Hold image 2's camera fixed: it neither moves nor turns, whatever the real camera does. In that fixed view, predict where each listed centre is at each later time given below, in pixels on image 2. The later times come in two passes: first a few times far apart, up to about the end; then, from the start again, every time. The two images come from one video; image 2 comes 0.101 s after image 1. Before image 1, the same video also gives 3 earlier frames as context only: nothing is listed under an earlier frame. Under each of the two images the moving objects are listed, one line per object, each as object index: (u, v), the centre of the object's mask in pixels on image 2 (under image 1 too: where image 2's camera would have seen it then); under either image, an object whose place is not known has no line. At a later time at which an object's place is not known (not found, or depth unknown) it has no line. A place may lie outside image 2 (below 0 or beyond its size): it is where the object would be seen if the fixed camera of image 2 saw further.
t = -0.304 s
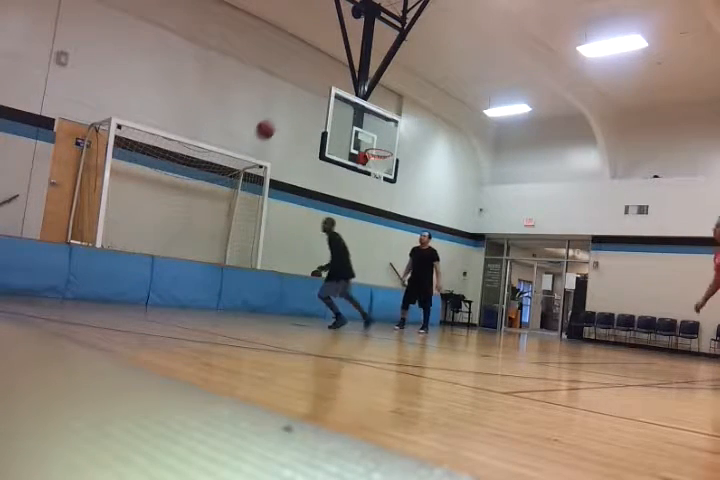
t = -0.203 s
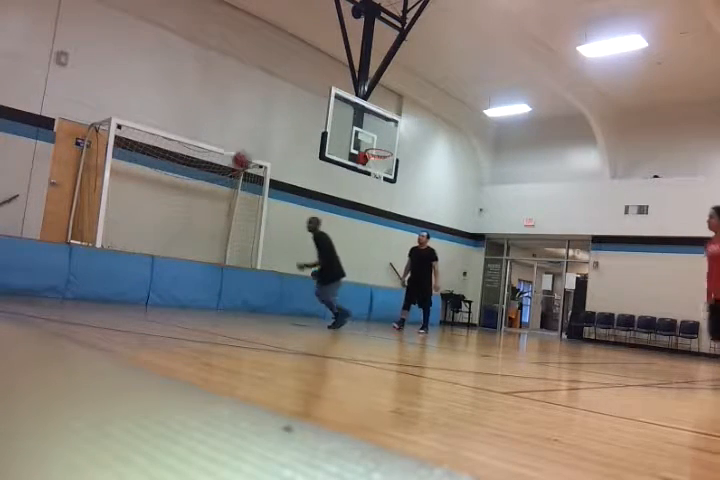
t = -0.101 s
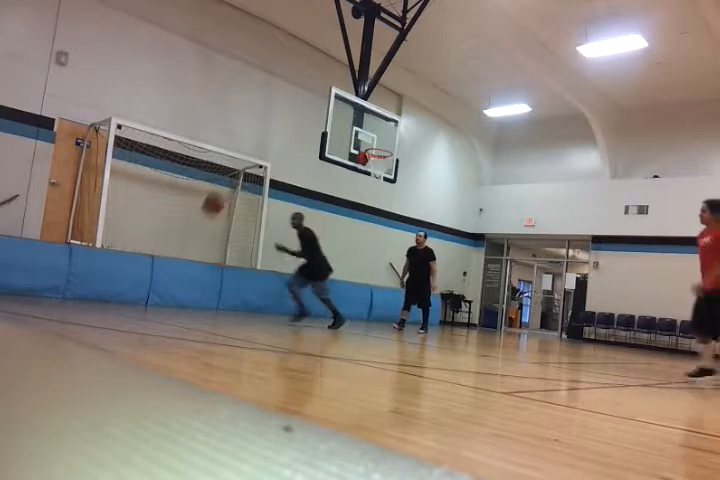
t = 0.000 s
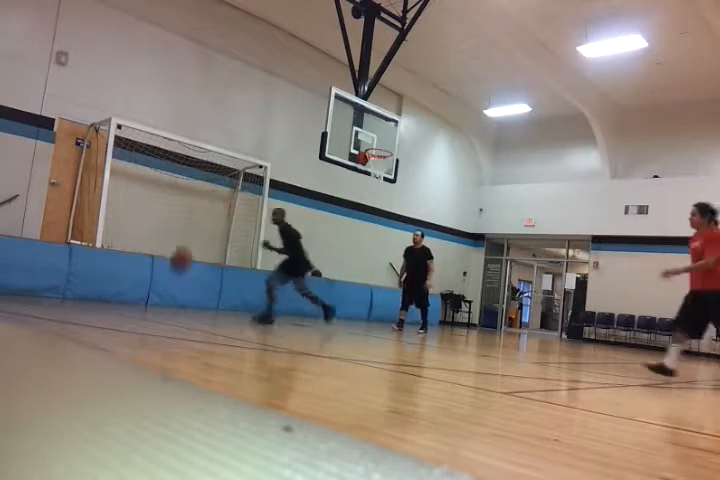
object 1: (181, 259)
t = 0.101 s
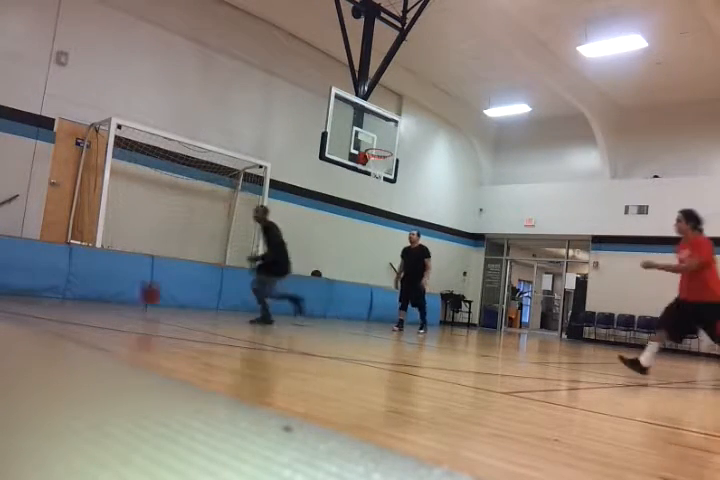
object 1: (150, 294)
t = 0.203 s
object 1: (137, 235)
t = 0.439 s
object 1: (96, 128)
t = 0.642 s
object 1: (53, 68)
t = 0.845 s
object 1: (6, 45)
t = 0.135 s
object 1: (147, 274)
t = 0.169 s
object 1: (141, 253)
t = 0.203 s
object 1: (137, 235)
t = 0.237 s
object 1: (132, 217)
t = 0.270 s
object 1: (126, 201)
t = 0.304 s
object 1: (120, 184)
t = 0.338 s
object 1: (115, 169)
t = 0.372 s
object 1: (109, 155)
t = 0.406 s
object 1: (103, 140)
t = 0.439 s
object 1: (96, 128)
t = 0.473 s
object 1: (90, 115)
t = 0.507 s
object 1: (82, 104)
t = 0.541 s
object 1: (75, 93)
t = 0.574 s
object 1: (68, 84)
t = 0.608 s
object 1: (61, 76)
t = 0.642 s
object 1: (53, 68)
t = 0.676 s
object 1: (44, 61)
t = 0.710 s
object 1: (35, 56)
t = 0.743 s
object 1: (27, 51)
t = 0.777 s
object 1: (18, 48)
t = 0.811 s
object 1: (11, 46)
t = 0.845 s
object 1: (6, 45)
